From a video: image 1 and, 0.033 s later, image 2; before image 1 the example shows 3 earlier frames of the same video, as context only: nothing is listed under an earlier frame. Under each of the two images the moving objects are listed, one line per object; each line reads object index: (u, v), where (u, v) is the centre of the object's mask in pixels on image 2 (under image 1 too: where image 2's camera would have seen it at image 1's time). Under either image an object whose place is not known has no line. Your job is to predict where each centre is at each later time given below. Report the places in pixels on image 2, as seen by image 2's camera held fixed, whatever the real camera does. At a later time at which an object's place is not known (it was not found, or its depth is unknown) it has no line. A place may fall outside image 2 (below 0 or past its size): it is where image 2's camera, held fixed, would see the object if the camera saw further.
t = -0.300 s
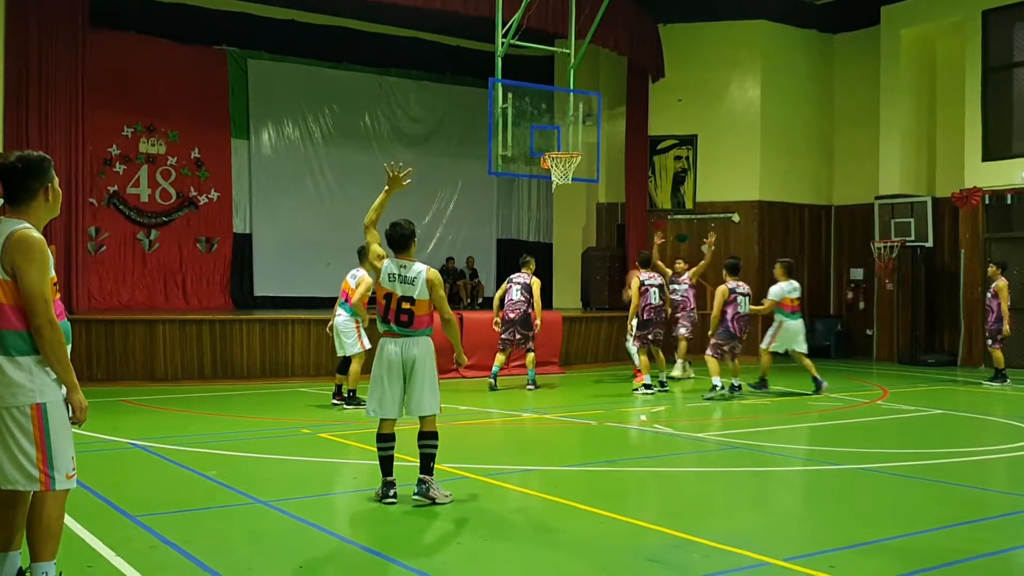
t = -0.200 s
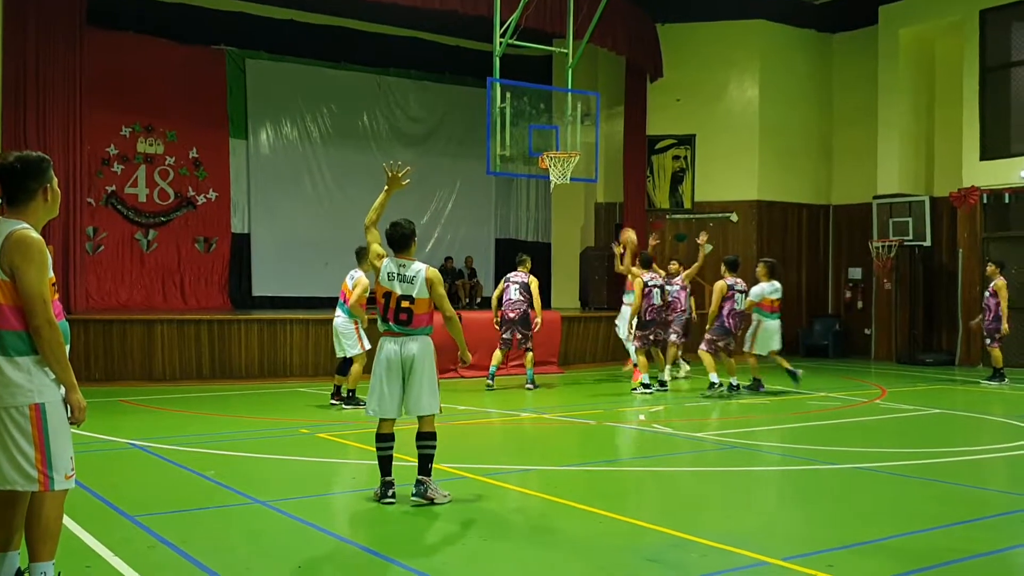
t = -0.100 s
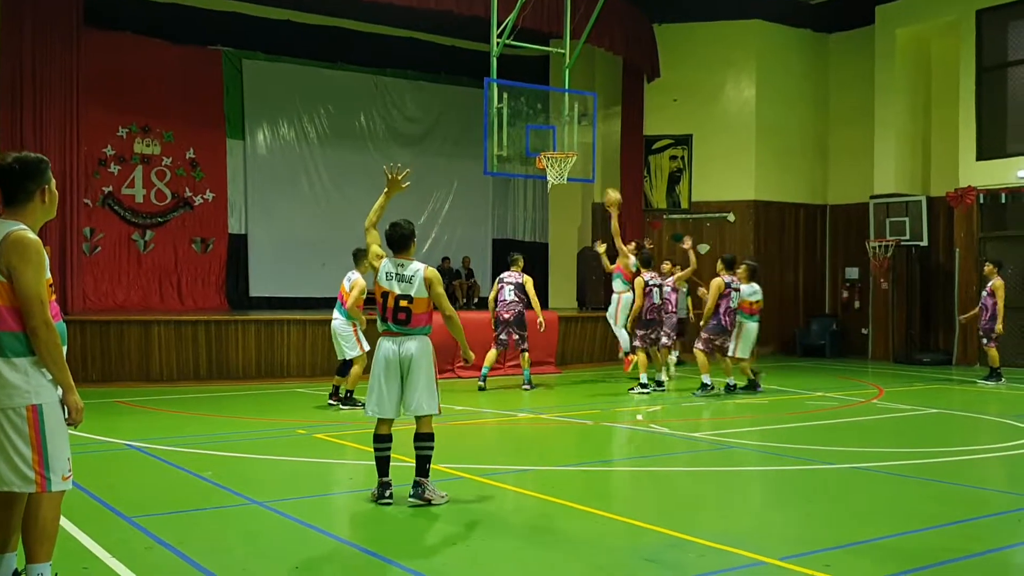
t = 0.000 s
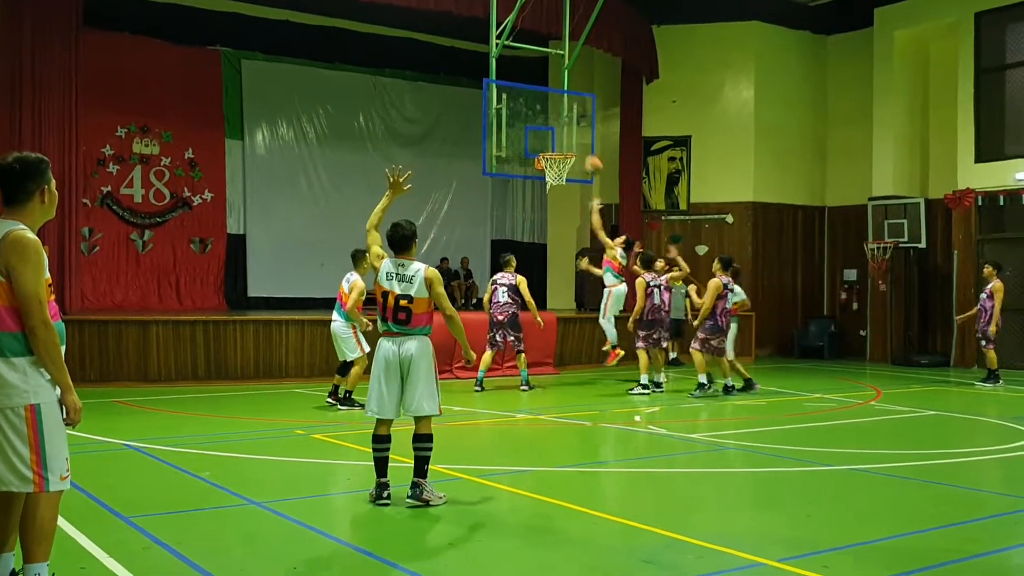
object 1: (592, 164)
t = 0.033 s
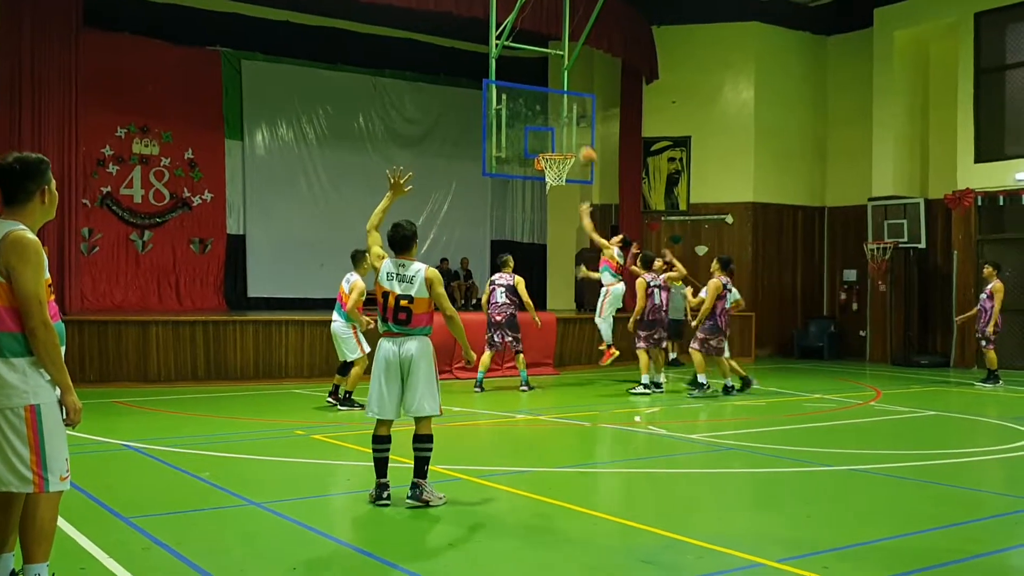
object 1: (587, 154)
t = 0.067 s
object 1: (580, 145)
